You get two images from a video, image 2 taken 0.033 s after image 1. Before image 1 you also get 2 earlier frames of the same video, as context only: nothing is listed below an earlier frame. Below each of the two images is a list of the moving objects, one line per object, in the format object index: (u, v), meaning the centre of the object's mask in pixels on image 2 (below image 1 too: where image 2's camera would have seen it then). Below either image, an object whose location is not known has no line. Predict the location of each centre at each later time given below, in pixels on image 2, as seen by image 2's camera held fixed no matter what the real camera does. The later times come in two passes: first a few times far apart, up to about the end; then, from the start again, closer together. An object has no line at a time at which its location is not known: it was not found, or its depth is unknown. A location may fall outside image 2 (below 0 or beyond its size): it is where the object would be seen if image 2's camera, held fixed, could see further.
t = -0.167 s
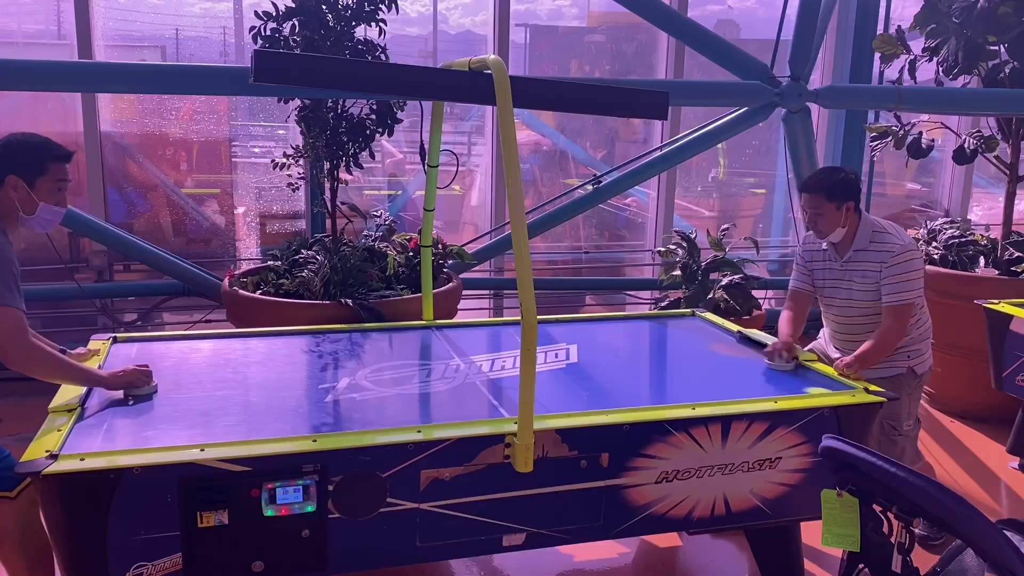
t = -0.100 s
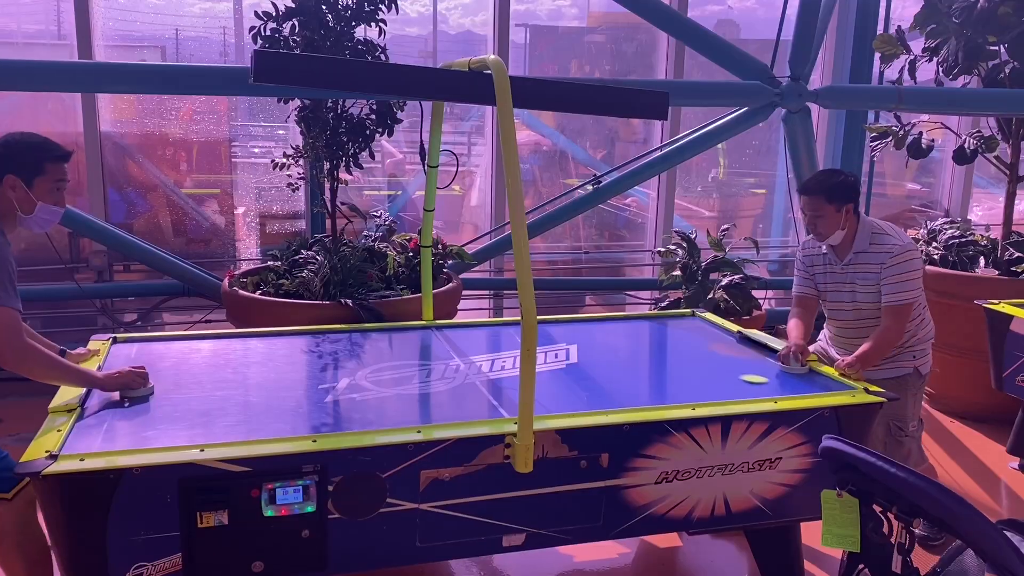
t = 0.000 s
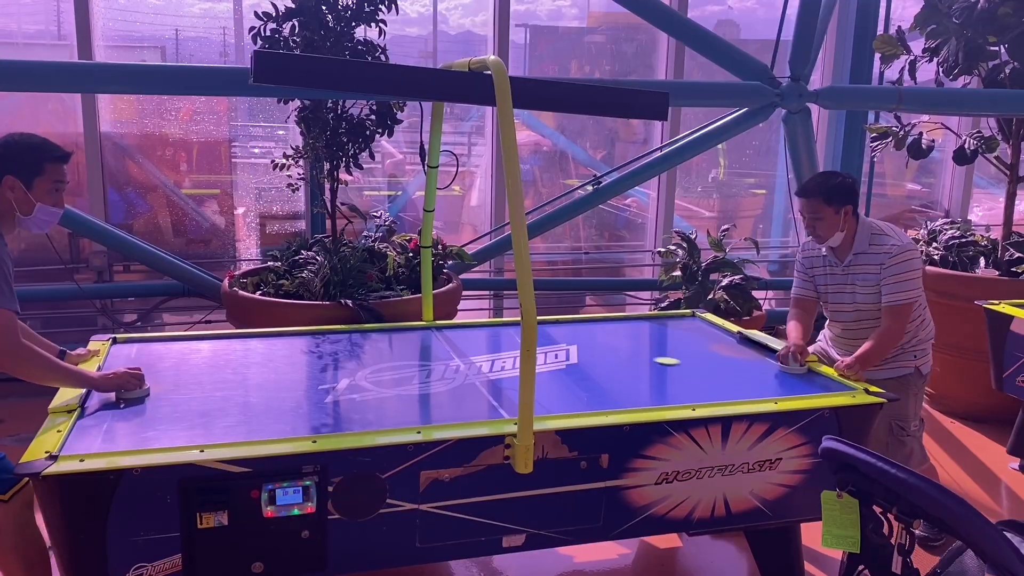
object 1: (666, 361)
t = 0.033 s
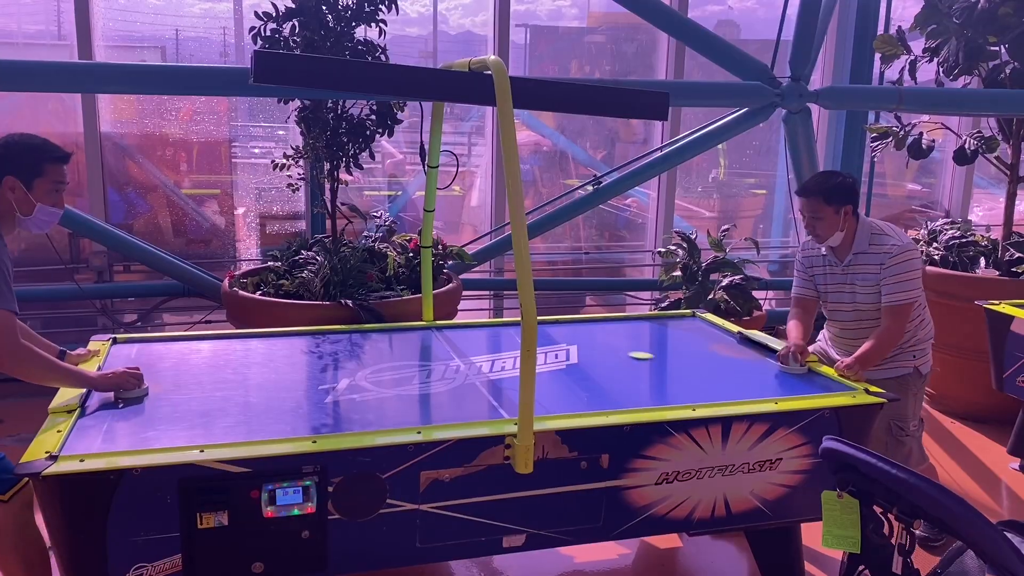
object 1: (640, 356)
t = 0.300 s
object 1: (499, 339)
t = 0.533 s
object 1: (452, 385)
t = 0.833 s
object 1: (333, 406)
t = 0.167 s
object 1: (547, 334)
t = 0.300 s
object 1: (499, 339)
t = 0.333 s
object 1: (494, 345)
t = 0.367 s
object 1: (487, 351)
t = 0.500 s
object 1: (459, 378)
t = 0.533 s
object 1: (452, 385)
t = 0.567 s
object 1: (443, 394)
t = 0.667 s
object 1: (414, 419)
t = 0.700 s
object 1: (402, 425)
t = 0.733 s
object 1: (384, 423)
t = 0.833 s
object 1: (333, 406)
